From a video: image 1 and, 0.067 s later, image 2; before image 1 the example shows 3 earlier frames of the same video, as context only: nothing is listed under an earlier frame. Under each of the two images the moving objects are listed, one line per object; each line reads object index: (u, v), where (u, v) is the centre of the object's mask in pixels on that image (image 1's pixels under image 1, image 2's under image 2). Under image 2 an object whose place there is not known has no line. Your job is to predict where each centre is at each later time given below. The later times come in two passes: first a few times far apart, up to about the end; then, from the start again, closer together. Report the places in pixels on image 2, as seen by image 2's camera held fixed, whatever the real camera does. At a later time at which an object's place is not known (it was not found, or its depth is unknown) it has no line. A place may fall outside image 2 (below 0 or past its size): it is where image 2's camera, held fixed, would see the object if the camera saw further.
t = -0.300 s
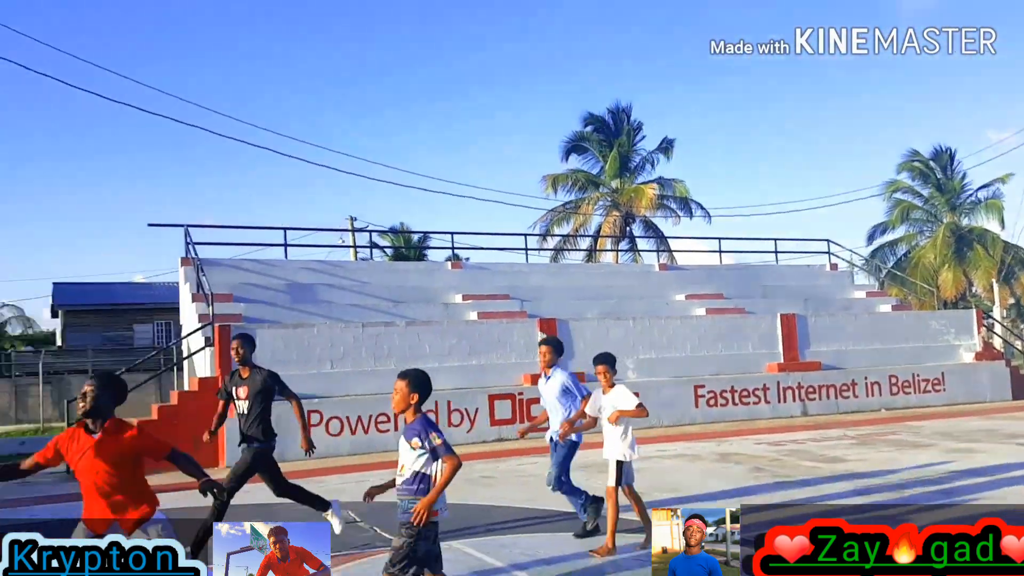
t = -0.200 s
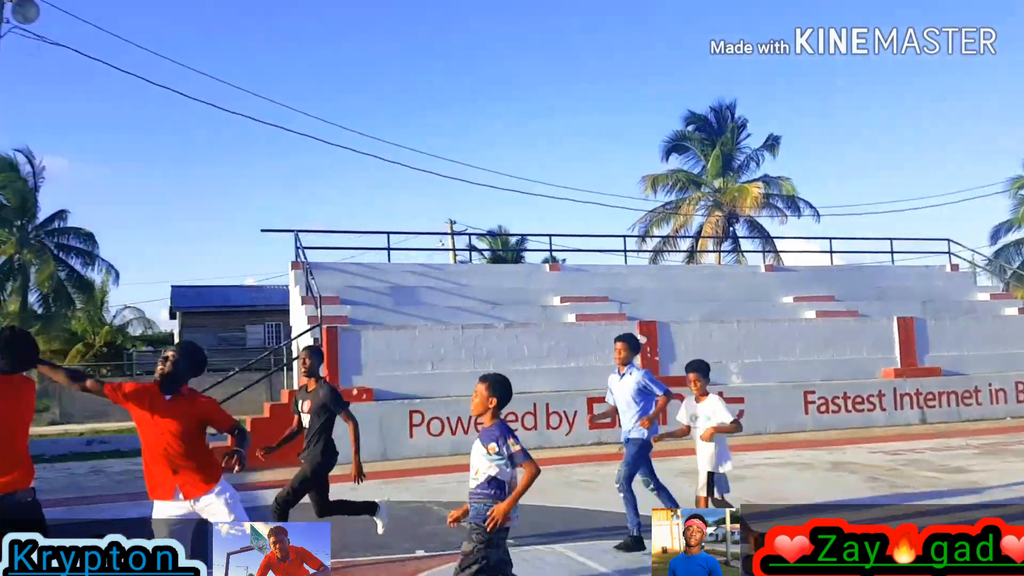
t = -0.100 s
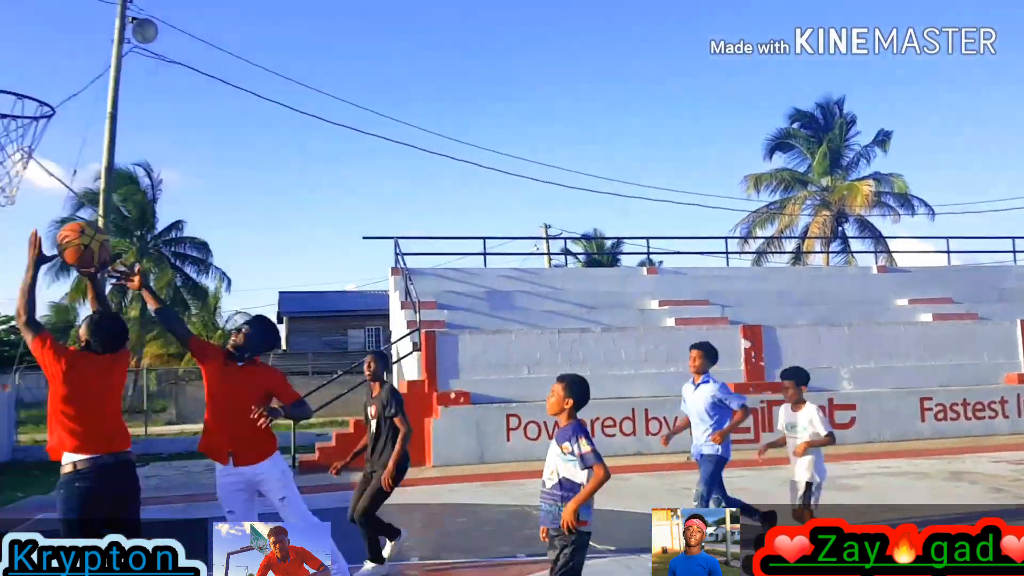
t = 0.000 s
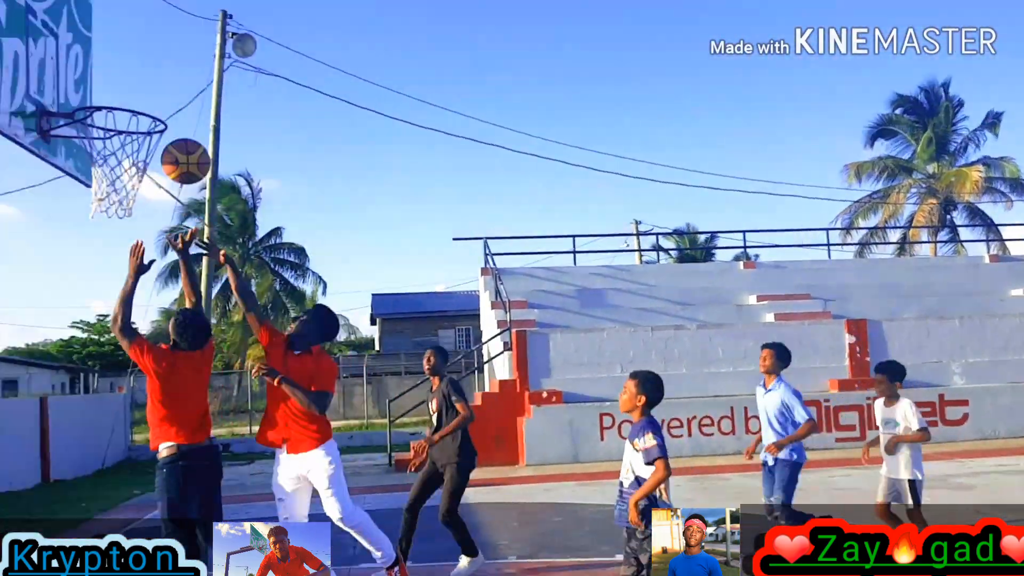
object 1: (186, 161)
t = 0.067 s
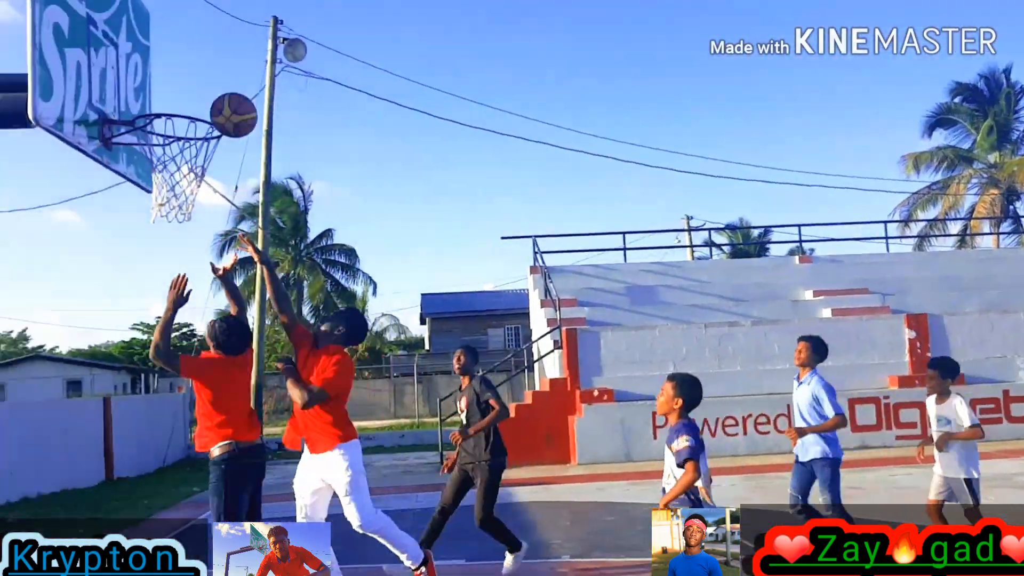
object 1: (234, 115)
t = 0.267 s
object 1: (216, 14)
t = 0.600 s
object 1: (189, 4)
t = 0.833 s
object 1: (172, 101)
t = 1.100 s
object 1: (188, 218)
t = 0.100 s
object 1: (231, 93)
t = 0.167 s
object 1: (225, 55)
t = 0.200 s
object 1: (222, 39)
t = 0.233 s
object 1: (218, 25)
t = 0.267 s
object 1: (216, 14)
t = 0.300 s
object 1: (213, 6)
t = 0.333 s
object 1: (210, 1)
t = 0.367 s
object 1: (207, -1)
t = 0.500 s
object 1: (197, -4)
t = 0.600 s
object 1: (189, 4)
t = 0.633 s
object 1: (186, 10)
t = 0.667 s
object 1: (184, 21)
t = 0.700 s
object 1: (181, 33)
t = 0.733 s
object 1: (179, 47)
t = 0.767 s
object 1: (177, 64)
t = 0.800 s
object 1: (174, 82)
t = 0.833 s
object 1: (172, 101)
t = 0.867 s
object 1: (170, 123)
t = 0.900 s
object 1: (166, 135)
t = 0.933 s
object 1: (164, 148)
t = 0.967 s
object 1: (160, 161)
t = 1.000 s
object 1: (167, 174)
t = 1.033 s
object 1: (173, 186)
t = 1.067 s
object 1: (182, 201)
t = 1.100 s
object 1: (188, 218)
